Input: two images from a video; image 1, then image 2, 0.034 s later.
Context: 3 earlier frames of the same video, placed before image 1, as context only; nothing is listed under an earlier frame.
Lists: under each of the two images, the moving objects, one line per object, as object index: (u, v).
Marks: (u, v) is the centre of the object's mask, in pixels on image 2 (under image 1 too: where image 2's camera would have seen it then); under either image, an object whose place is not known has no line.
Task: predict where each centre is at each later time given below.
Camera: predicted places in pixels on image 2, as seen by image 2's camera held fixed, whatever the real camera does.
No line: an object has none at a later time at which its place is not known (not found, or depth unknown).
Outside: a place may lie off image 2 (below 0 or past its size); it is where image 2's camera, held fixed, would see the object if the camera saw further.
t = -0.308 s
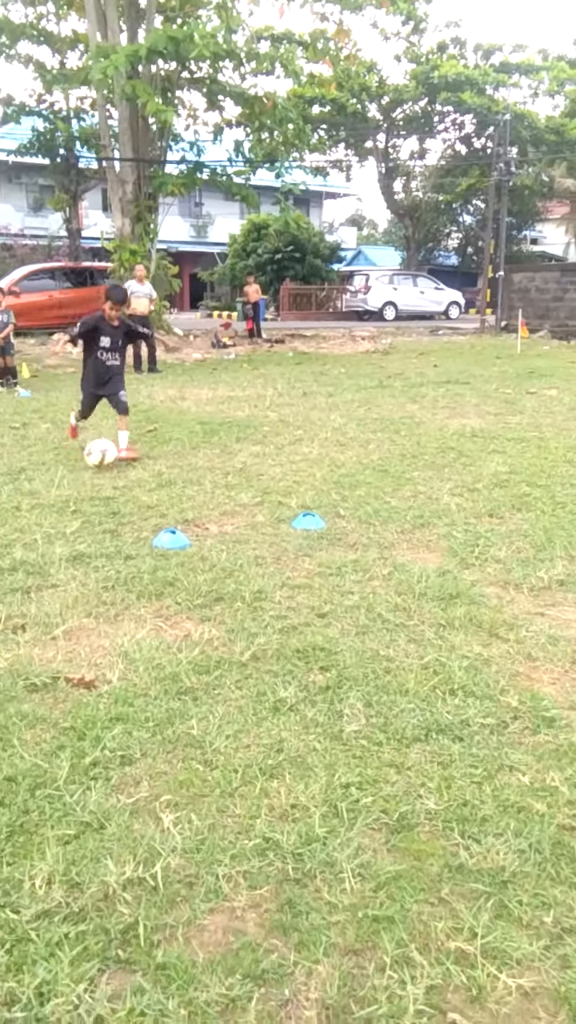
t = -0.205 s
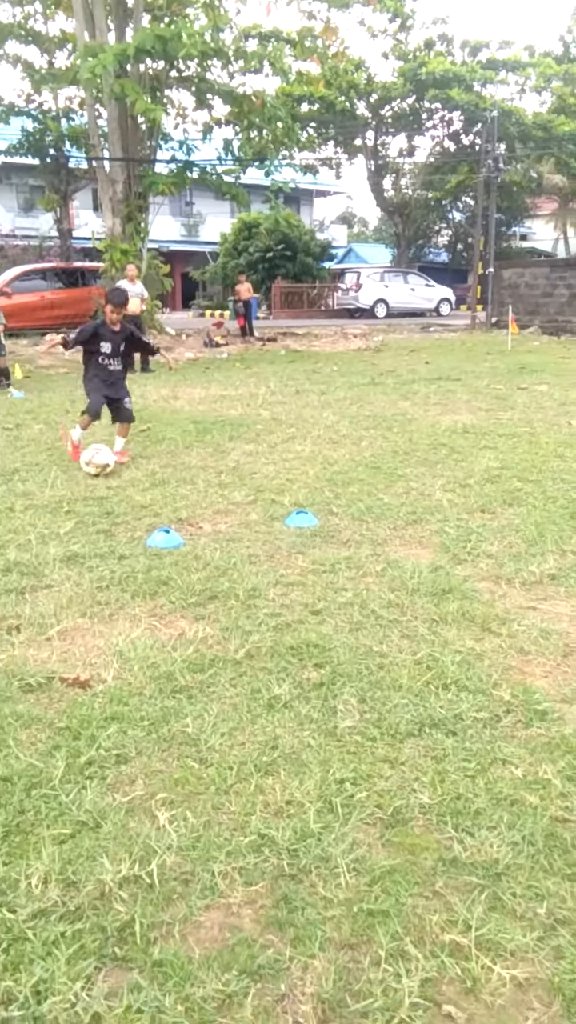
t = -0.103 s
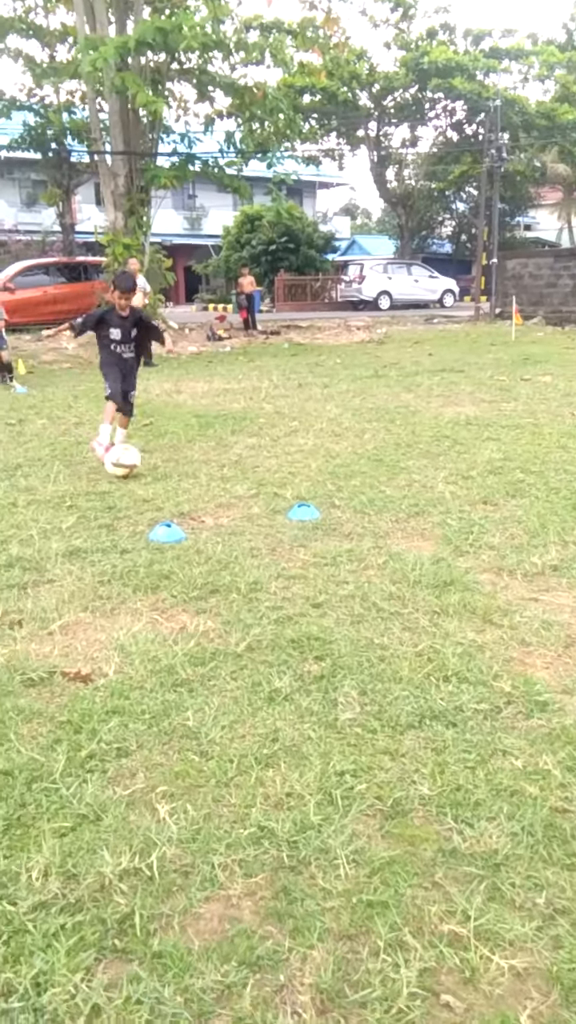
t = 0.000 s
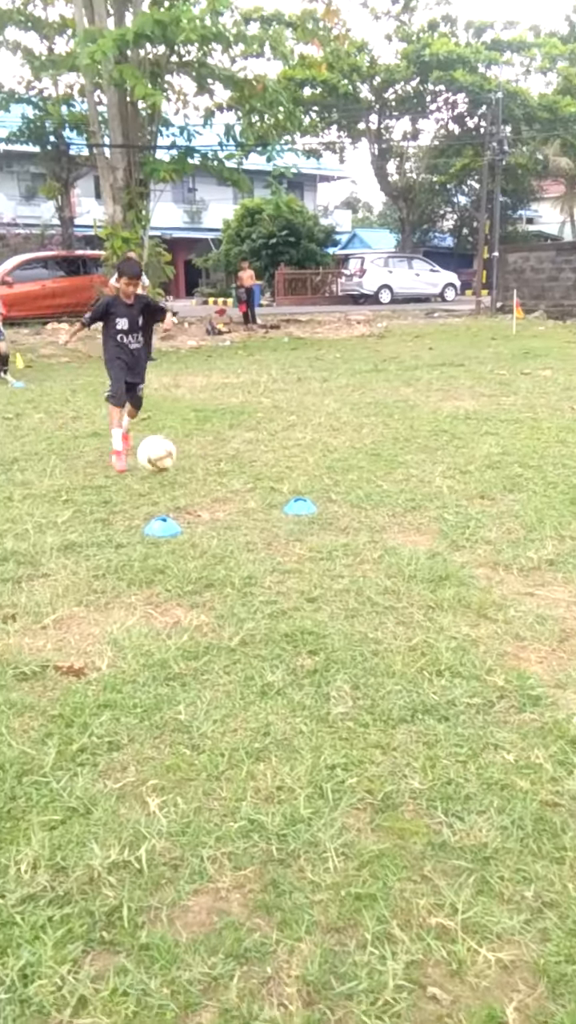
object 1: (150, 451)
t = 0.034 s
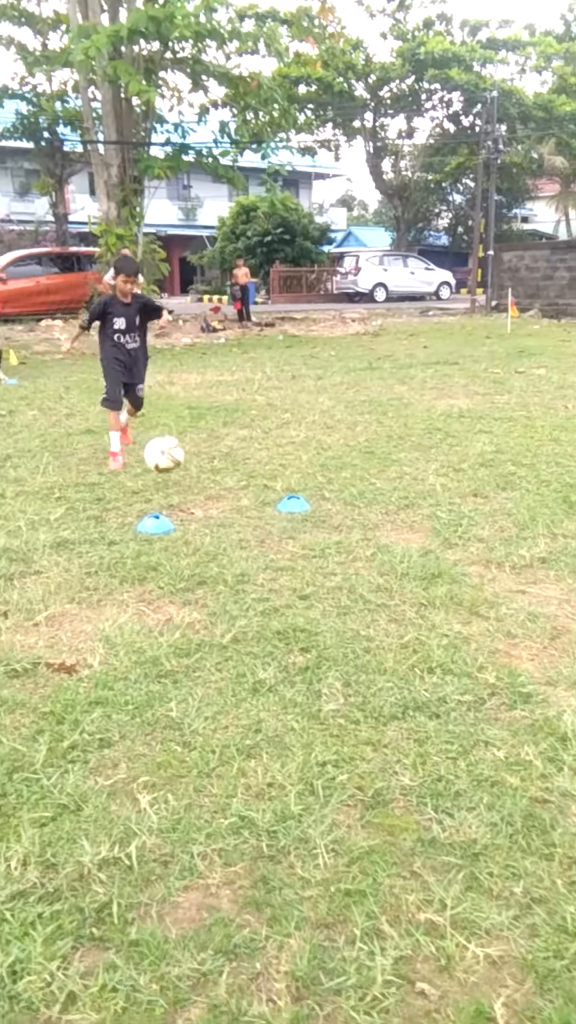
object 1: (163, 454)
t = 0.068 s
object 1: (178, 460)
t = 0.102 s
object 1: (194, 467)
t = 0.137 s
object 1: (211, 478)
